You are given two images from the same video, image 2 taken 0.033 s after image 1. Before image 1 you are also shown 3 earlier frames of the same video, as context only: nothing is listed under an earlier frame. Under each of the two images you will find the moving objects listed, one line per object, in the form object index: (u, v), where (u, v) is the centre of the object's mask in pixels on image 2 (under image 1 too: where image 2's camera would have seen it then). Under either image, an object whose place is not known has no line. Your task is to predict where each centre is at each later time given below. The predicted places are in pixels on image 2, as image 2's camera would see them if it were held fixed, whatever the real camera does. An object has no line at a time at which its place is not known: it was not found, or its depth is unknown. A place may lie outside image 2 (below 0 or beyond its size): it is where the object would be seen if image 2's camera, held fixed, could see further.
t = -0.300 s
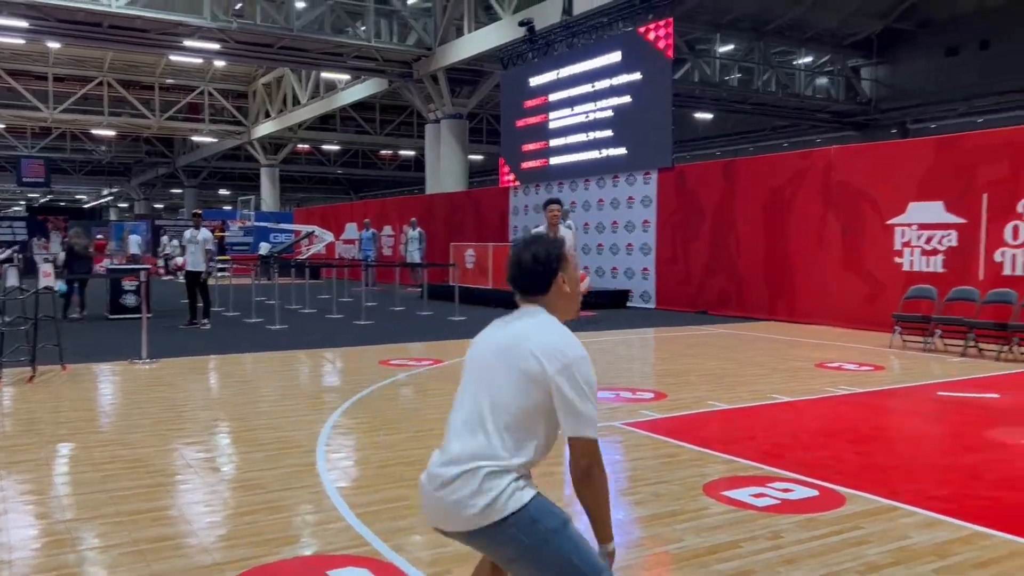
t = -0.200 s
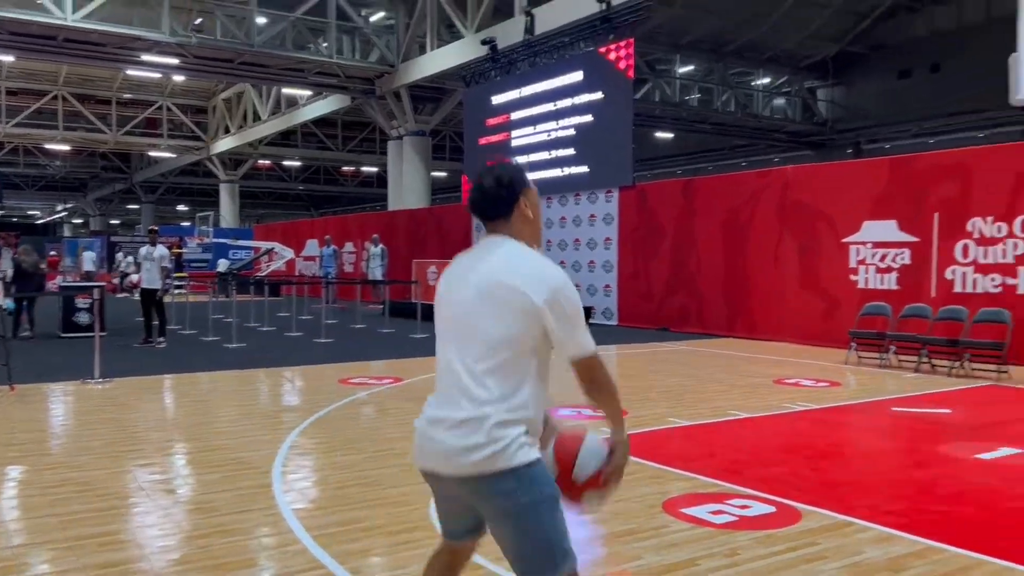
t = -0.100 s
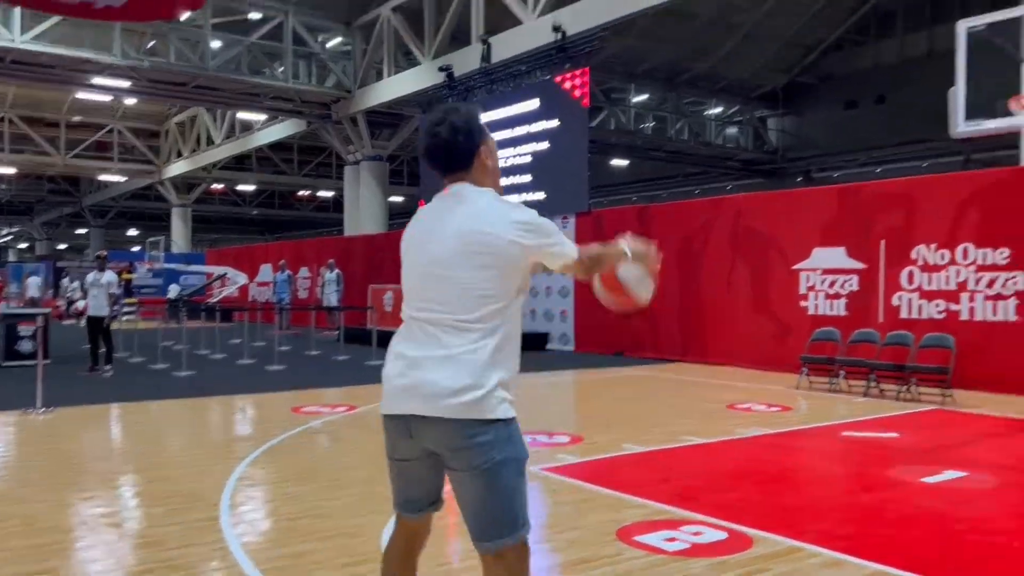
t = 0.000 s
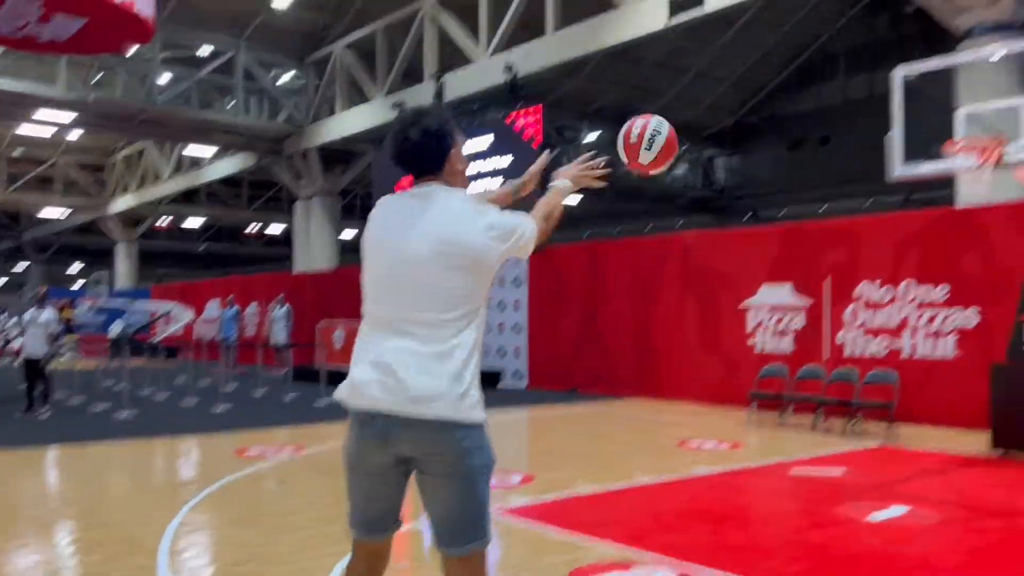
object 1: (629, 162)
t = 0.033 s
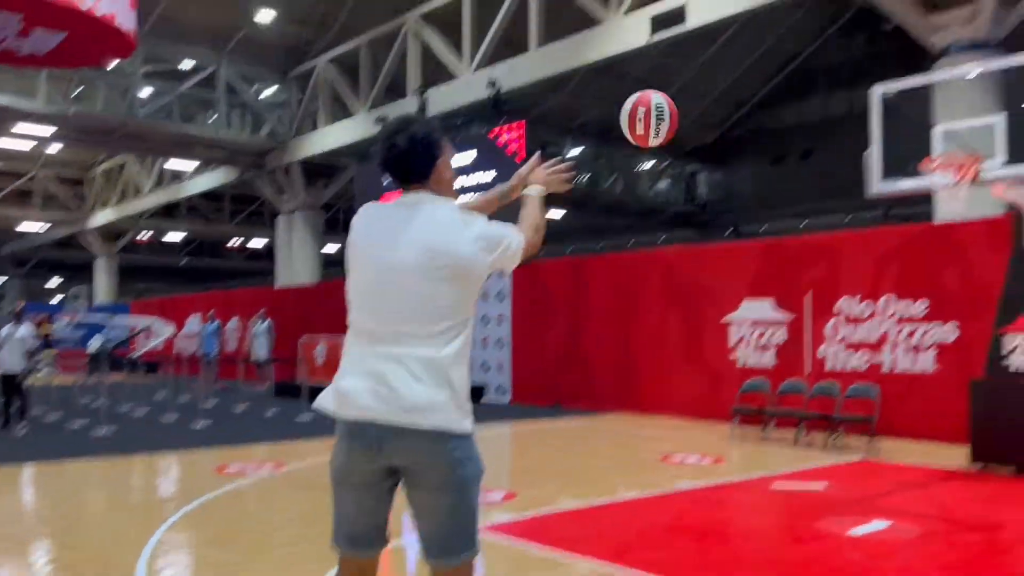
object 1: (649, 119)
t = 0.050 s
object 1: (658, 100)
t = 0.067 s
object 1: (667, 82)
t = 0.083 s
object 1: (676, 65)
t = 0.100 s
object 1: (684, 50)
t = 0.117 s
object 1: (690, 38)
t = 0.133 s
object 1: (697, 25)
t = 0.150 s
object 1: (704, 14)
